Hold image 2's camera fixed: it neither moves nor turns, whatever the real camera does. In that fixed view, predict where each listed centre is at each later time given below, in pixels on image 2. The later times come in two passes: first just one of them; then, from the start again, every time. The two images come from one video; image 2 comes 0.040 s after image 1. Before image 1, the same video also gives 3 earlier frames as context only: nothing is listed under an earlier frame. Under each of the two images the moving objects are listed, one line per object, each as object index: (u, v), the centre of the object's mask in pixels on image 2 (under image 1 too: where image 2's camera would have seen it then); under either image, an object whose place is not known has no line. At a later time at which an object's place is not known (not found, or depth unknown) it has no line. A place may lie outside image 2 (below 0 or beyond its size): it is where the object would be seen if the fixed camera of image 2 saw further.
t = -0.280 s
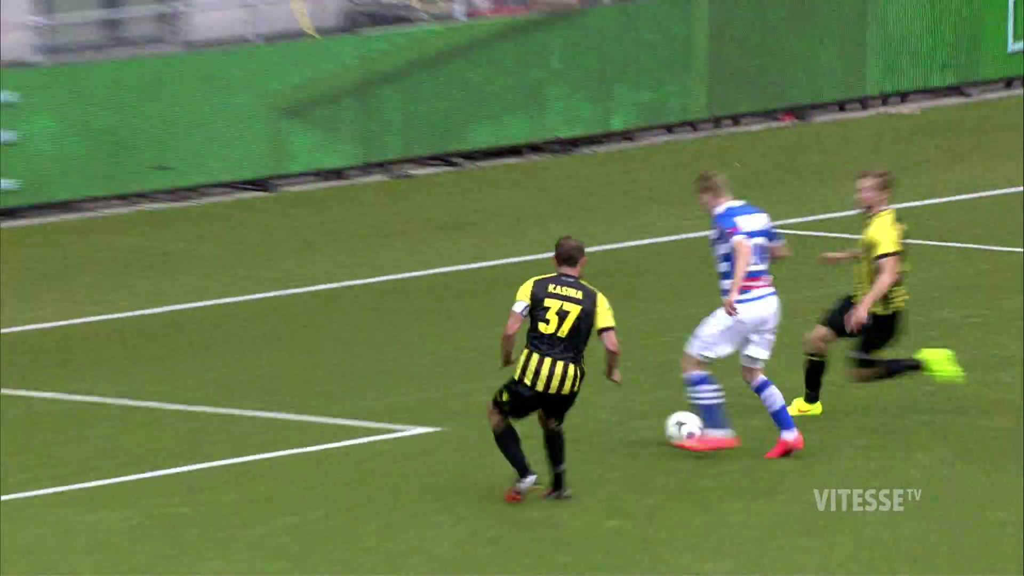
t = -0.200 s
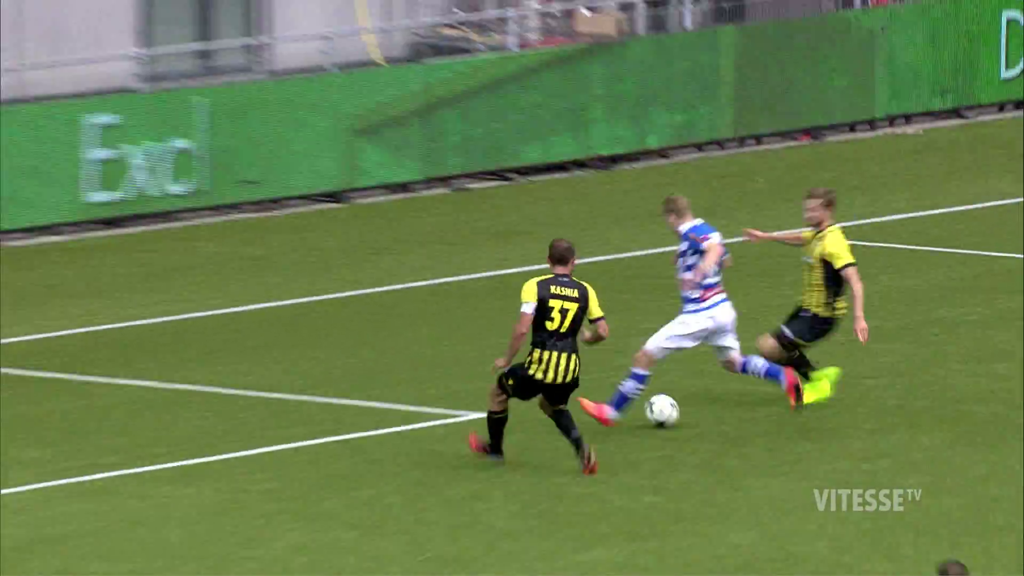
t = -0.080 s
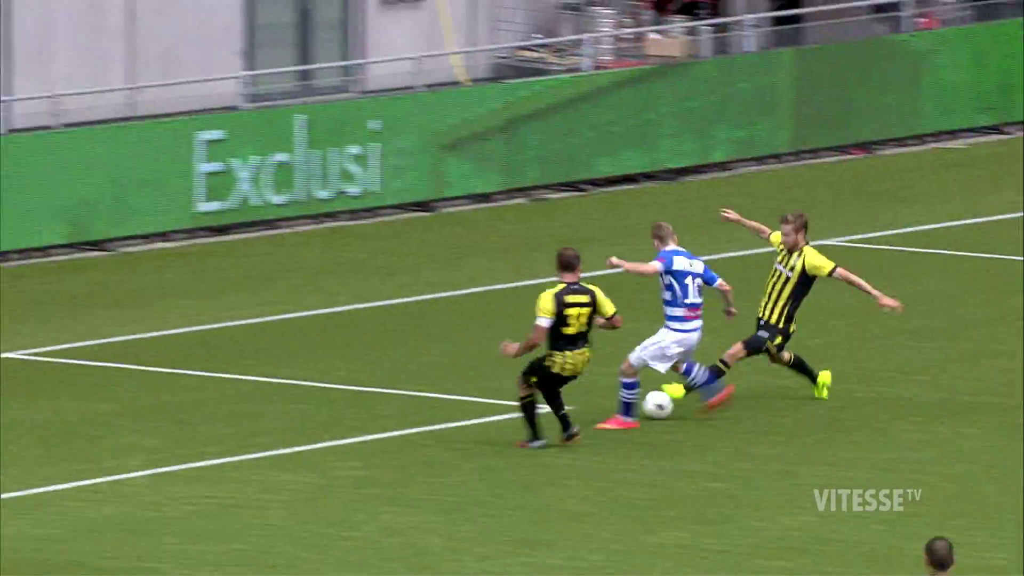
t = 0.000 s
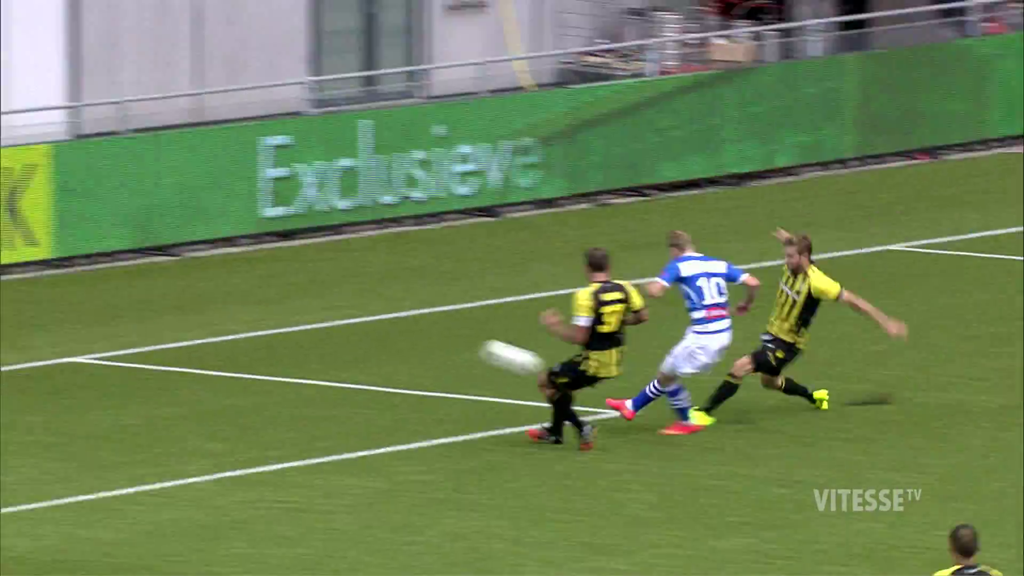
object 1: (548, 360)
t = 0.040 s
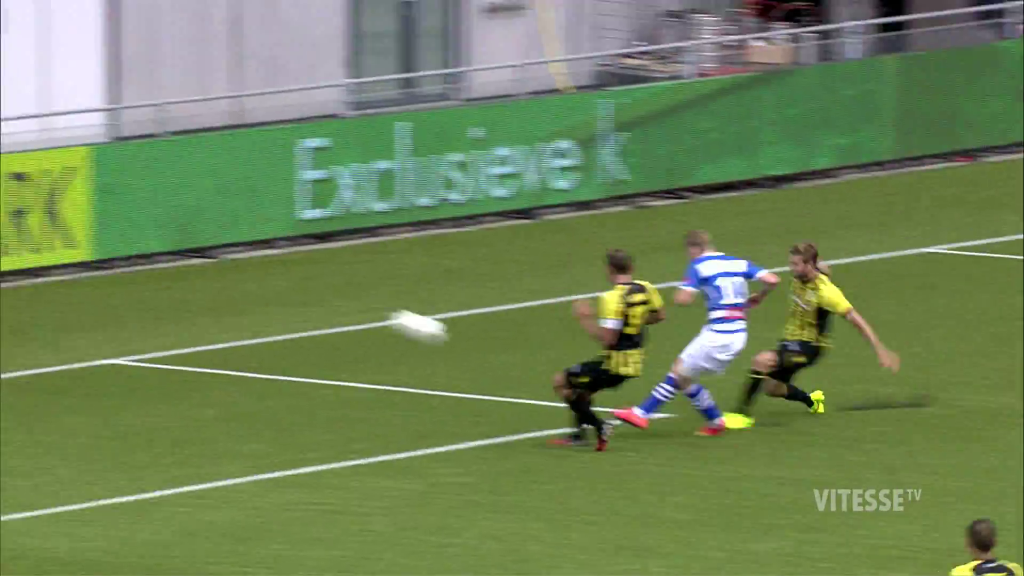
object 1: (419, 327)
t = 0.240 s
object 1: (-244, 174)
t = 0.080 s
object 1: (287, 294)
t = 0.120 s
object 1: (160, 264)
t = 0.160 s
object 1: (27, 233)
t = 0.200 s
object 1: (-105, 203)
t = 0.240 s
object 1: (-244, 174)
